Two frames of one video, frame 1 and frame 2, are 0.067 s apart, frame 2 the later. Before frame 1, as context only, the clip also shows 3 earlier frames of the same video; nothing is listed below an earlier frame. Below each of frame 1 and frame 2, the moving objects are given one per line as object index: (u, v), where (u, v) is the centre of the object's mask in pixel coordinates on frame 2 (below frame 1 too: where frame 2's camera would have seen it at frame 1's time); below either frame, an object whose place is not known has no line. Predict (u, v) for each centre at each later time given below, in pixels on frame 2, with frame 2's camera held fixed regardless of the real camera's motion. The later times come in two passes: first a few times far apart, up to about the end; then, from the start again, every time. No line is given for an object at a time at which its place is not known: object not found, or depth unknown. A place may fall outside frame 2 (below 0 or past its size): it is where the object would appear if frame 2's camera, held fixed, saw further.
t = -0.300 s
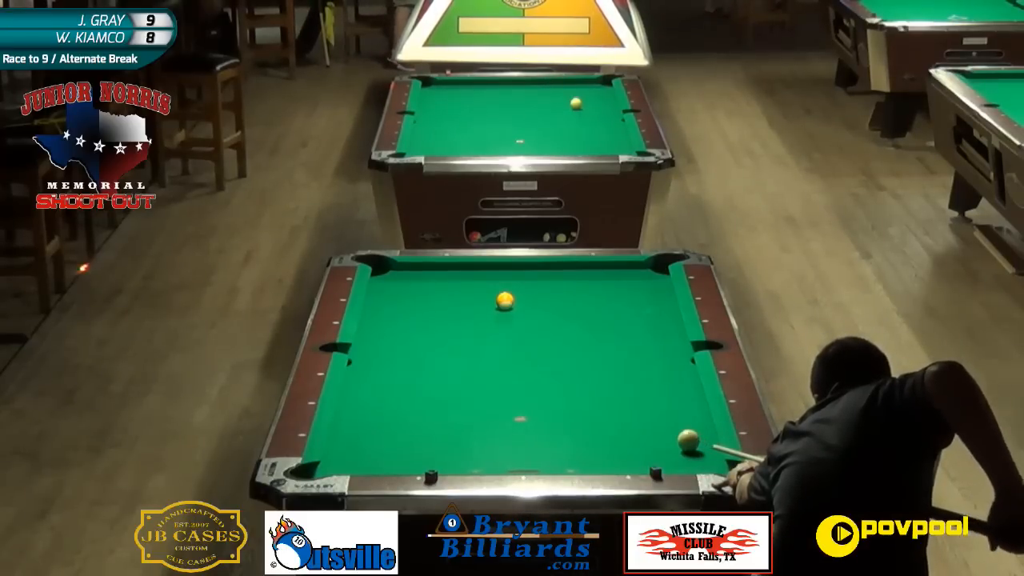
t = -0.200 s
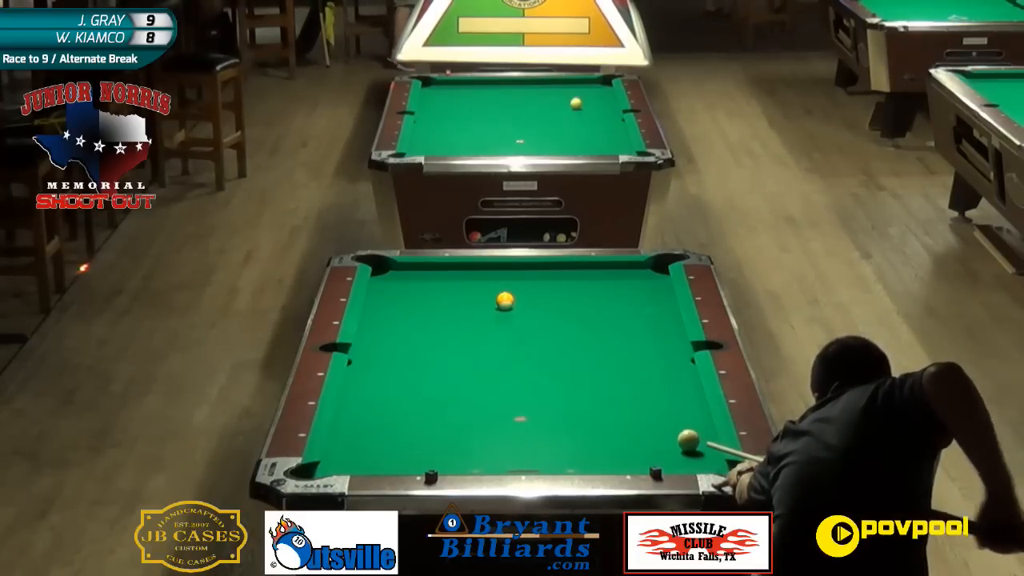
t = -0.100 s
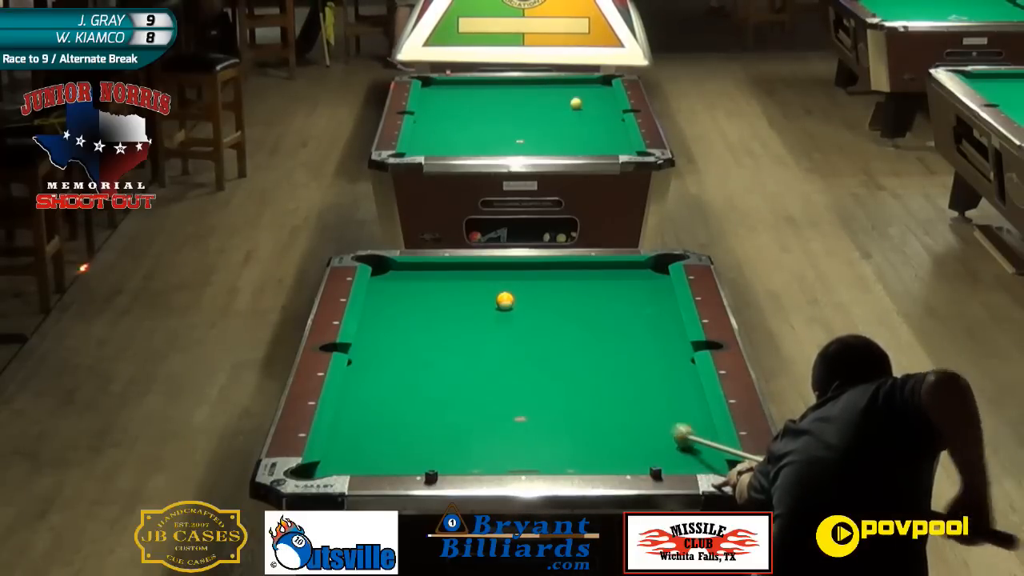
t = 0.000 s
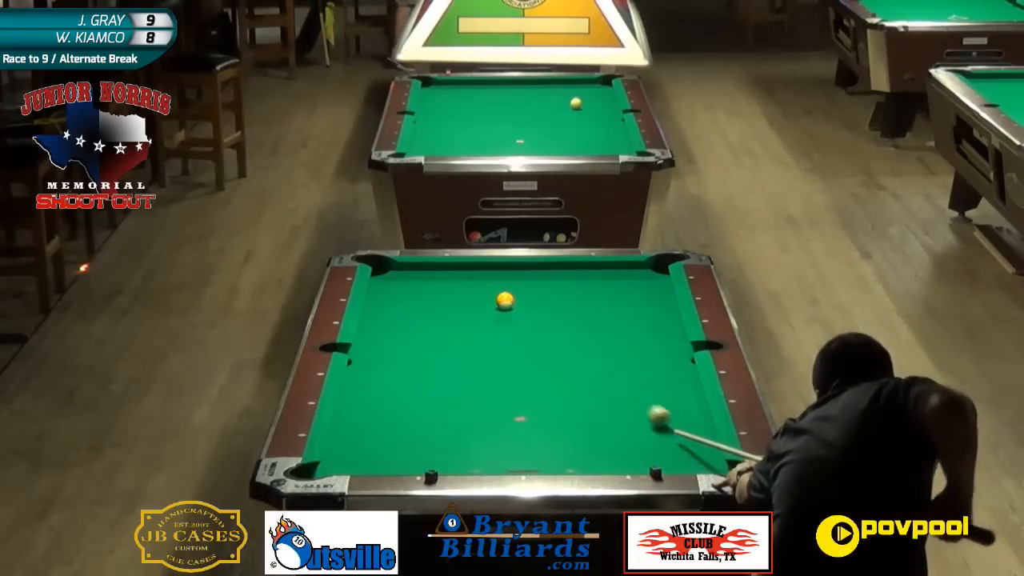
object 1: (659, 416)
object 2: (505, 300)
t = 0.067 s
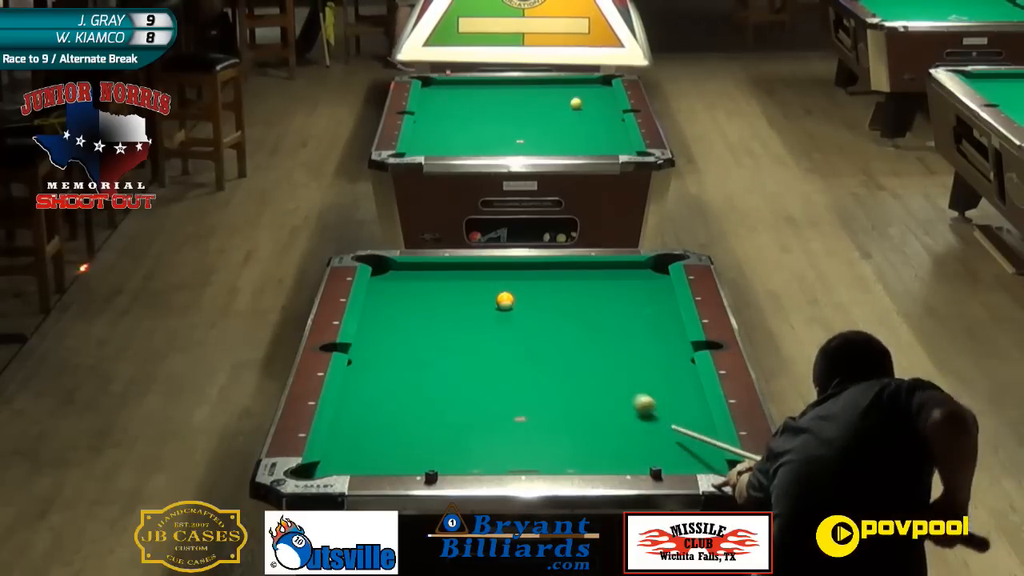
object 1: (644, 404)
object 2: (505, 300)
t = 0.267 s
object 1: (603, 372)
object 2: (505, 300)
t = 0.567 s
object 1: (549, 329)
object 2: (505, 300)
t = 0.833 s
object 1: (523, 302)
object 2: (490, 296)
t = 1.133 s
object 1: (539, 288)
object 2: (439, 279)
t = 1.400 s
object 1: (551, 275)
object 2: (400, 266)
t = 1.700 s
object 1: (563, 267)
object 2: (384, 268)
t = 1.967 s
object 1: (570, 273)
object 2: (397, 267)
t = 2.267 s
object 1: (579, 279)
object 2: (408, 267)
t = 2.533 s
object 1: (586, 285)
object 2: (413, 267)
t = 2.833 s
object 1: (594, 291)
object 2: (418, 267)
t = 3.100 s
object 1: (599, 295)
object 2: (419, 268)
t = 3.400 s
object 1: (605, 300)
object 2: (419, 268)
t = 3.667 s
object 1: (610, 304)
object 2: (419, 268)
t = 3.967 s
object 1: (615, 308)
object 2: (419, 268)
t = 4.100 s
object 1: (617, 309)
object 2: (418, 268)
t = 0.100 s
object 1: (637, 398)
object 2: (505, 300)
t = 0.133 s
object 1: (630, 393)
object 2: (505, 300)
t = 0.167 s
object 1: (622, 387)
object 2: (505, 300)
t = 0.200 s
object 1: (616, 381)
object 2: (505, 300)
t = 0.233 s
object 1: (609, 376)
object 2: (505, 300)
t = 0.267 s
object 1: (603, 372)
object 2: (505, 300)
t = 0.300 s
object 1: (596, 366)
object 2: (505, 300)
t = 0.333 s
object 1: (590, 361)
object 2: (505, 300)
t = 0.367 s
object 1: (584, 356)
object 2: (505, 300)
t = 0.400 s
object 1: (578, 352)
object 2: (505, 300)
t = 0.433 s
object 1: (572, 347)
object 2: (505, 300)
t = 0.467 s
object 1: (566, 342)
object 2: (505, 300)
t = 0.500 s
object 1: (560, 338)
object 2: (505, 300)
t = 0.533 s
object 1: (554, 333)
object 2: (505, 300)
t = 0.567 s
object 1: (549, 329)
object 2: (505, 300)
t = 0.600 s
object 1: (543, 325)
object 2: (505, 300)
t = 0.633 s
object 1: (538, 321)
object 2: (505, 300)
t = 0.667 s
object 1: (533, 316)
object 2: (505, 300)
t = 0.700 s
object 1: (528, 312)
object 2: (505, 300)
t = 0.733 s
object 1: (522, 308)
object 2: (504, 300)
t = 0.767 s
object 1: (519, 305)
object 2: (504, 300)
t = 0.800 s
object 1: (520, 303)
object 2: (497, 298)
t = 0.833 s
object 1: (523, 302)
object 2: (490, 296)
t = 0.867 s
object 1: (526, 300)
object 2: (483, 293)
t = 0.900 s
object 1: (528, 299)
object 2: (476, 291)
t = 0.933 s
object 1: (529, 297)
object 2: (471, 290)
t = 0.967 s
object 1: (531, 296)
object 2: (465, 288)
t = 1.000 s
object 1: (533, 294)
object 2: (460, 286)
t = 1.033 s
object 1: (534, 292)
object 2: (455, 284)
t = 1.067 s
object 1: (536, 291)
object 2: (449, 283)
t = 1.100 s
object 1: (538, 289)
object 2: (444, 281)
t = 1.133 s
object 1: (539, 288)
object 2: (439, 279)
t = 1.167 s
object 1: (541, 286)
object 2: (434, 278)
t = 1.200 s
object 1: (542, 284)
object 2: (429, 276)
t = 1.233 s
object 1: (544, 283)
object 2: (425, 275)
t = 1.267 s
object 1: (545, 281)
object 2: (419, 273)
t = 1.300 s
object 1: (547, 280)
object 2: (414, 271)
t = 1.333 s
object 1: (548, 278)
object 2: (410, 270)
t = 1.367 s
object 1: (550, 277)
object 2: (405, 268)
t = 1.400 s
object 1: (551, 275)
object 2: (400, 266)
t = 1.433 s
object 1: (553, 274)
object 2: (396, 266)
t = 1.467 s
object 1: (554, 272)
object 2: (392, 267)
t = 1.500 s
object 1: (555, 271)
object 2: (389, 267)
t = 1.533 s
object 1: (557, 269)
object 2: (385, 268)
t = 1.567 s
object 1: (558, 268)
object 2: (381, 268)
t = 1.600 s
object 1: (559, 267)
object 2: (379, 269)
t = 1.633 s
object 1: (561, 265)
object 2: (380, 269)
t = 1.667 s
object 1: (562, 266)
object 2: (382, 268)
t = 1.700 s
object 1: (563, 267)
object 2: (384, 268)
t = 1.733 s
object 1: (564, 267)
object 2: (385, 268)
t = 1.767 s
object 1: (565, 268)
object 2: (387, 268)
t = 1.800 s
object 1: (565, 269)
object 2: (389, 268)
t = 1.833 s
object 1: (566, 270)
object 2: (391, 268)
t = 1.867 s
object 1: (567, 270)
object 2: (392, 267)
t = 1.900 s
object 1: (568, 271)
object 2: (394, 267)
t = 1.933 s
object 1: (569, 272)
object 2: (396, 267)
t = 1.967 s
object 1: (570, 273)
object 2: (397, 267)
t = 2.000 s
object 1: (571, 273)
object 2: (399, 267)
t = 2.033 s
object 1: (572, 274)
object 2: (401, 266)
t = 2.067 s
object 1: (573, 275)
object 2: (402, 266)
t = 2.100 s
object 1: (574, 276)
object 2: (404, 266)
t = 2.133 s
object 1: (575, 277)
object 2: (404, 266)
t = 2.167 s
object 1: (576, 277)
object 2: (405, 266)
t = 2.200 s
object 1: (577, 278)
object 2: (406, 266)
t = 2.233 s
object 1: (578, 279)
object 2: (407, 266)
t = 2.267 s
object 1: (579, 279)
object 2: (408, 267)
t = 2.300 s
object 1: (579, 280)
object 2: (409, 267)
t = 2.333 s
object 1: (580, 281)
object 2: (409, 267)
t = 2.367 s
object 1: (581, 282)
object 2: (410, 267)
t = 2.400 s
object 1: (582, 282)
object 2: (411, 267)
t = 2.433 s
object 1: (583, 283)
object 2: (412, 267)
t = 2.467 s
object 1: (584, 284)
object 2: (412, 267)
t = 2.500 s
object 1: (585, 284)
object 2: (413, 267)
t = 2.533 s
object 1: (586, 285)
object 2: (413, 267)
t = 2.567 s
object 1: (587, 286)
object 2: (414, 267)
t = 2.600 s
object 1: (587, 286)
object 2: (415, 267)
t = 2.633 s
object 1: (588, 287)
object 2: (415, 267)
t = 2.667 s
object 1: (590, 288)
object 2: (415, 267)
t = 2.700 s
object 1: (590, 288)
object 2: (416, 267)
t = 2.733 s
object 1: (591, 289)
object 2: (416, 267)
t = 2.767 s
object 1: (592, 290)
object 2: (417, 267)
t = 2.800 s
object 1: (593, 290)
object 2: (417, 267)
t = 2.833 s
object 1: (594, 291)
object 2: (418, 267)
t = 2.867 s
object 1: (594, 291)
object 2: (418, 268)
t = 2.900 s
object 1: (595, 292)
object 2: (418, 268)
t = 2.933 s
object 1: (596, 293)
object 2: (419, 268)
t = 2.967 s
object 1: (597, 293)
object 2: (419, 268)
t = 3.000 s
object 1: (597, 294)
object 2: (419, 268)
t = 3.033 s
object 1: (598, 294)
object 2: (419, 268)
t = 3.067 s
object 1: (599, 295)
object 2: (419, 268)
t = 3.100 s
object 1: (599, 295)
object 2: (419, 268)
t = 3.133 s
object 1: (600, 296)
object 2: (419, 268)
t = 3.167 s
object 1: (601, 297)
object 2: (419, 268)
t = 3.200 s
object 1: (601, 297)
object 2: (419, 268)
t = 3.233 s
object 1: (602, 297)
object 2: (419, 268)
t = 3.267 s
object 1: (603, 298)
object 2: (419, 268)
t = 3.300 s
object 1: (604, 299)
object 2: (419, 268)
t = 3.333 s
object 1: (604, 299)
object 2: (419, 268)
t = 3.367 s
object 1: (605, 300)
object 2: (419, 268)
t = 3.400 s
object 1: (605, 300)
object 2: (419, 268)
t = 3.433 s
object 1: (606, 301)
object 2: (419, 268)
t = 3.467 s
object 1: (607, 301)
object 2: (419, 268)
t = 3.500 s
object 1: (607, 302)
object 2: (419, 268)
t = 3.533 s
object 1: (608, 302)
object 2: (419, 268)
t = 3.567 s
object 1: (609, 303)
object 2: (419, 268)
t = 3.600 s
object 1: (609, 303)
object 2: (419, 268)
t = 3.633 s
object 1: (610, 304)
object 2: (419, 268)
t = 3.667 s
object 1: (610, 304)
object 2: (419, 268)
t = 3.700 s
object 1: (611, 304)
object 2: (419, 268)
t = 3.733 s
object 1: (611, 305)
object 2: (419, 268)
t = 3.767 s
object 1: (612, 305)
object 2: (419, 268)
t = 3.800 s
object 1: (612, 306)
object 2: (419, 268)
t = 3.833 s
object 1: (613, 306)
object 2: (419, 268)
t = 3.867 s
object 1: (613, 307)
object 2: (419, 268)
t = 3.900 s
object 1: (614, 307)
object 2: (419, 268)
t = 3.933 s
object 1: (614, 307)
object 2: (419, 268)
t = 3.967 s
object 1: (615, 308)
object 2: (419, 268)
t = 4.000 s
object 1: (616, 308)
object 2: (419, 268)
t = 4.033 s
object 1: (616, 309)
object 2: (419, 268)
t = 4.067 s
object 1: (616, 309)
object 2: (418, 268)
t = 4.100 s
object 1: (617, 309)
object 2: (418, 268)
